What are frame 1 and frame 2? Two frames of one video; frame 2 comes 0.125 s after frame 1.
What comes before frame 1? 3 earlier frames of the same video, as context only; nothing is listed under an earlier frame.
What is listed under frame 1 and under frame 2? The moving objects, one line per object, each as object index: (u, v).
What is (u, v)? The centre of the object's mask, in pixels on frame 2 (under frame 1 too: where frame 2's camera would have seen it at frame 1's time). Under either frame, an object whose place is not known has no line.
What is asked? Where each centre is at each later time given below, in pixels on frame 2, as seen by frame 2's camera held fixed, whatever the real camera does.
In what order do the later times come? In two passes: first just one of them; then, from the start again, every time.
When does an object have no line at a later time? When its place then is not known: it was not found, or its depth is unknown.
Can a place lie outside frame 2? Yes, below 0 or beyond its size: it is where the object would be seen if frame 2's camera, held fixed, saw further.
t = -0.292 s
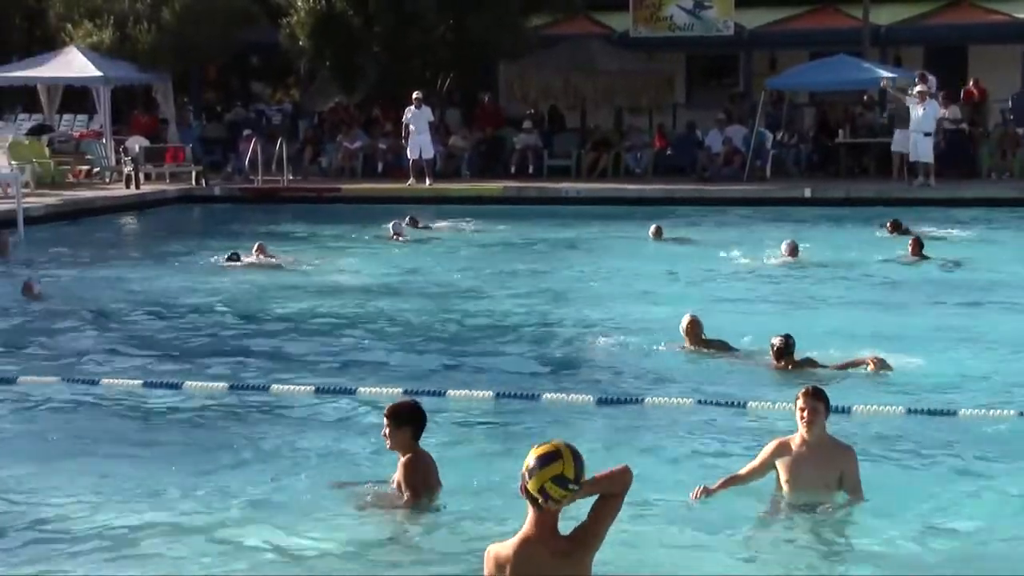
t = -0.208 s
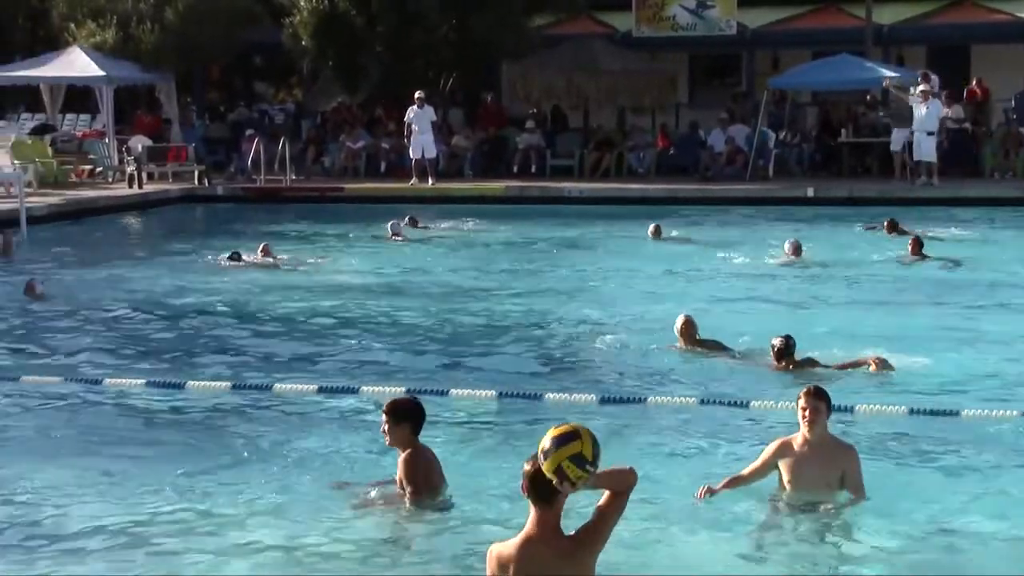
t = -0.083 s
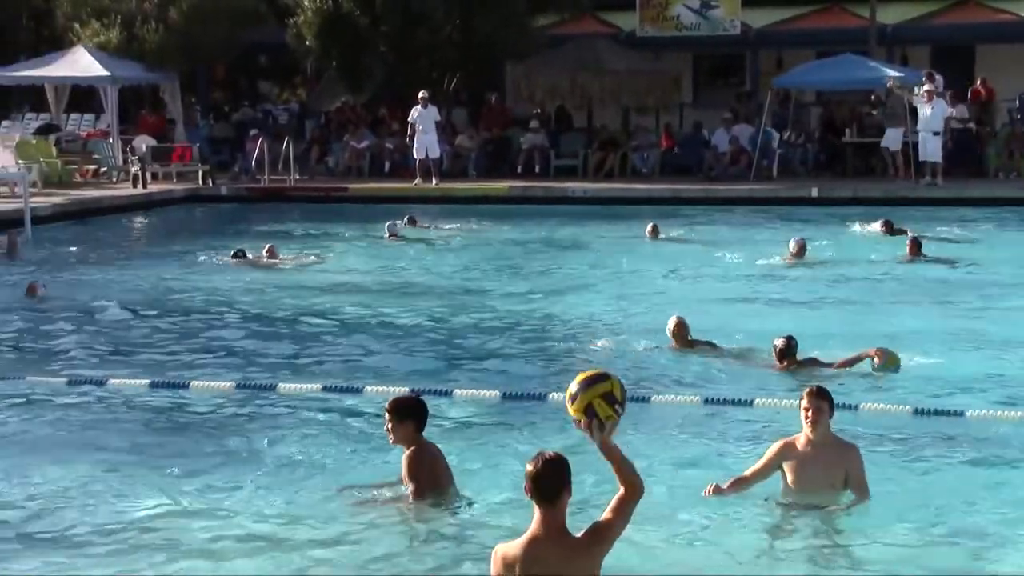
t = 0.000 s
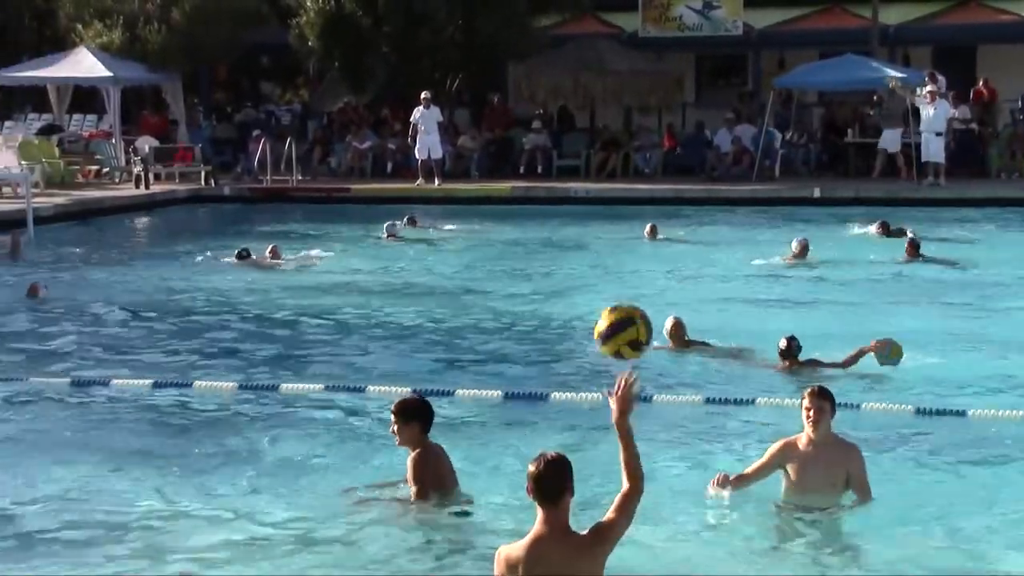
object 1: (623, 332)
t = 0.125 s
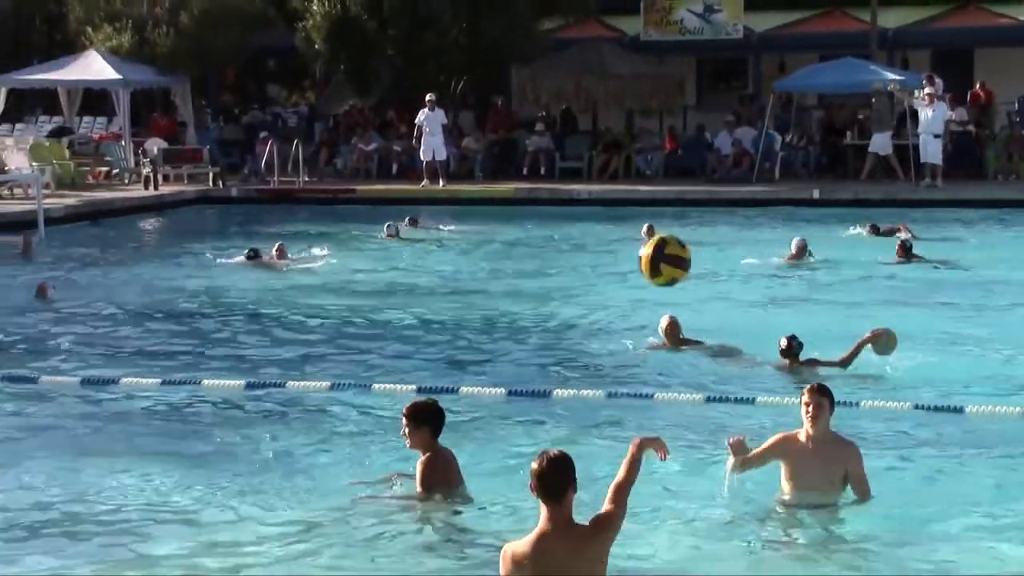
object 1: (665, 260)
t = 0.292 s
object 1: (710, 225)
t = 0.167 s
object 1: (678, 243)
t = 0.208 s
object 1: (689, 234)
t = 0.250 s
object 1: (703, 227)
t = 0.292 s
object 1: (710, 225)
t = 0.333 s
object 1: (723, 227)
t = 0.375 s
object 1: (731, 232)
